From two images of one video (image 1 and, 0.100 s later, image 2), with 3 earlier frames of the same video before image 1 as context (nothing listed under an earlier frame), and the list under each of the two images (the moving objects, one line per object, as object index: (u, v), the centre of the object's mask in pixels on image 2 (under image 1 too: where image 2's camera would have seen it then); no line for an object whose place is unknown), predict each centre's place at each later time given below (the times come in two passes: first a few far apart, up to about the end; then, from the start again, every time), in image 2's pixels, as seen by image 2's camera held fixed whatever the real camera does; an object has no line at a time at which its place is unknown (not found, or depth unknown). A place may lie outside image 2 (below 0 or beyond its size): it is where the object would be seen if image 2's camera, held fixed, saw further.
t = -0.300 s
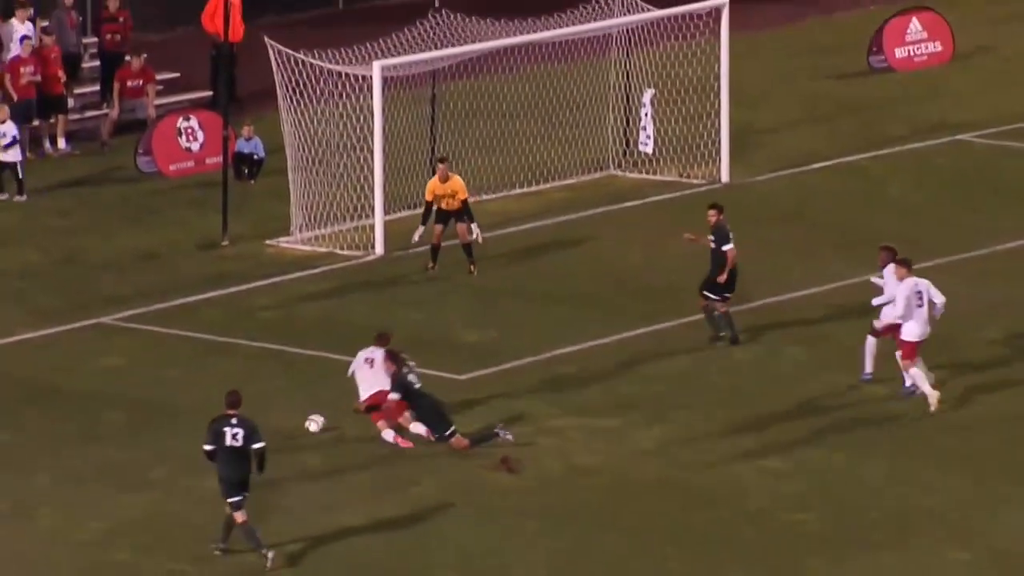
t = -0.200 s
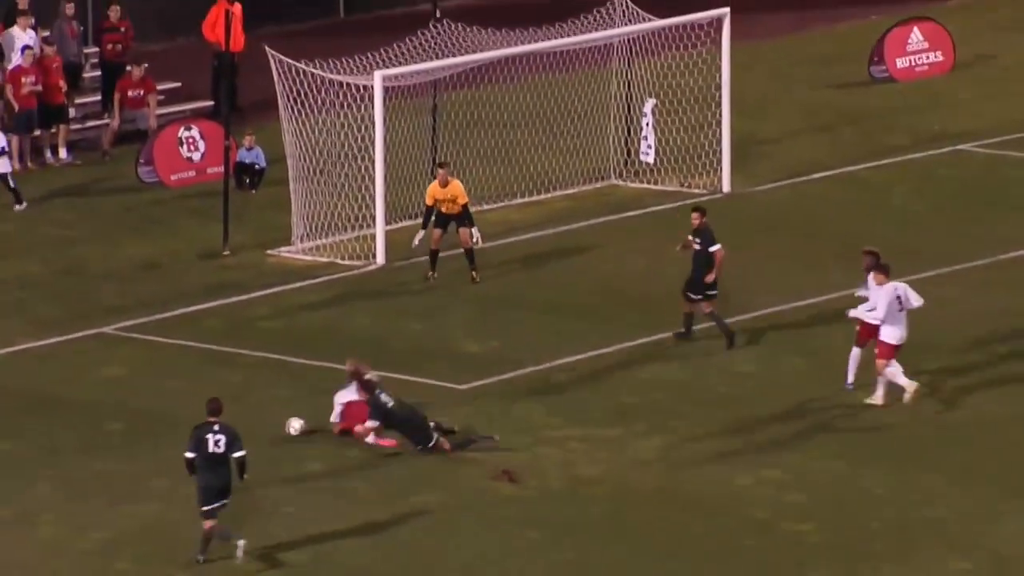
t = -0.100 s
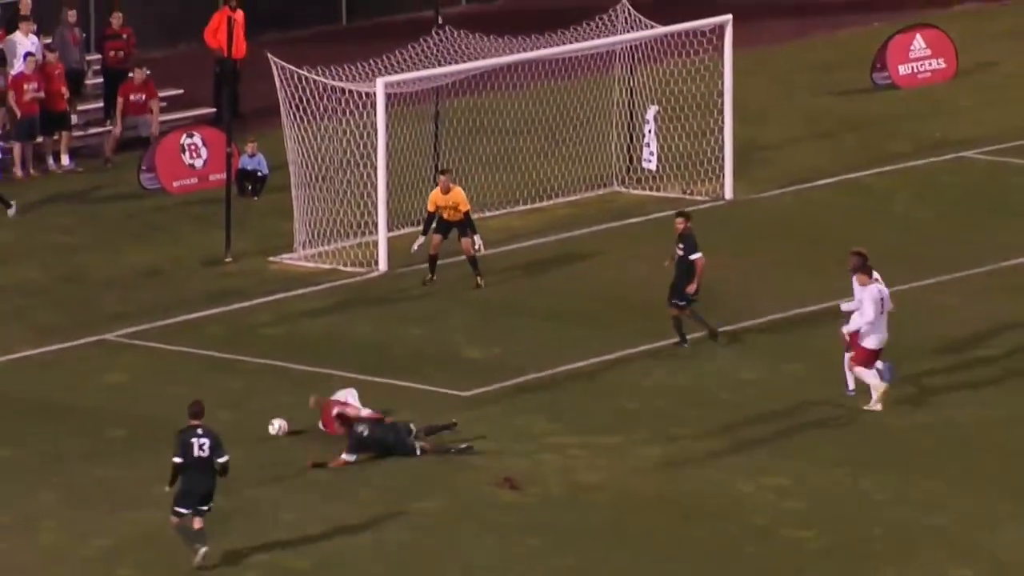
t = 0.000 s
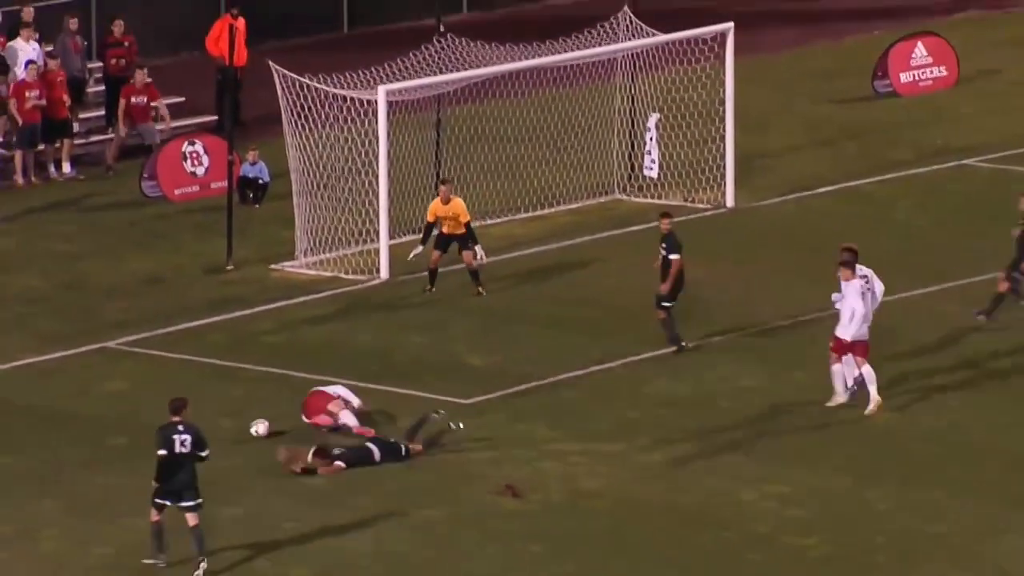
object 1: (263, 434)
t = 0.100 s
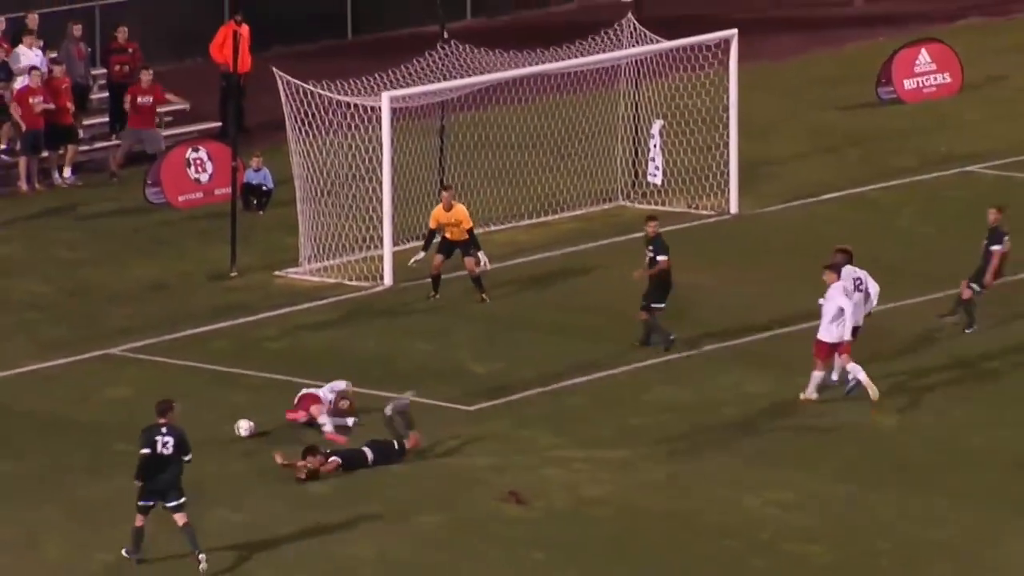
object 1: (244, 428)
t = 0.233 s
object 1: (219, 421)
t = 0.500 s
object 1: (172, 405)
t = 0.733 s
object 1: (133, 395)
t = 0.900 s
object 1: (107, 388)
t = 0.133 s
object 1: (238, 426)
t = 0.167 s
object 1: (232, 424)
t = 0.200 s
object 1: (225, 424)
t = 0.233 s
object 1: (219, 421)
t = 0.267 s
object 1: (213, 419)
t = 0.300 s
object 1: (206, 417)
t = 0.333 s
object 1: (201, 415)
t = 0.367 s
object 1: (195, 413)
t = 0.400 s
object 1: (189, 411)
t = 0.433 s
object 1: (184, 408)
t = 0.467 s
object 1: (178, 407)
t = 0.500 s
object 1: (172, 405)
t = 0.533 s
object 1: (167, 404)
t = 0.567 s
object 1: (161, 402)
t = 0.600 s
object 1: (155, 401)
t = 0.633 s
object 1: (149, 400)
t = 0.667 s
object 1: (143, 398)
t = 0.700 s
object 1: (138, 397)
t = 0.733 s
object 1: (133, 395)
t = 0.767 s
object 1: (128, 393)
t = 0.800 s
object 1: (122, 391)
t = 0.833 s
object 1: (117, 390)
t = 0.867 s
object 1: (112, 389)
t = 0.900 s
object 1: (107, 388)
